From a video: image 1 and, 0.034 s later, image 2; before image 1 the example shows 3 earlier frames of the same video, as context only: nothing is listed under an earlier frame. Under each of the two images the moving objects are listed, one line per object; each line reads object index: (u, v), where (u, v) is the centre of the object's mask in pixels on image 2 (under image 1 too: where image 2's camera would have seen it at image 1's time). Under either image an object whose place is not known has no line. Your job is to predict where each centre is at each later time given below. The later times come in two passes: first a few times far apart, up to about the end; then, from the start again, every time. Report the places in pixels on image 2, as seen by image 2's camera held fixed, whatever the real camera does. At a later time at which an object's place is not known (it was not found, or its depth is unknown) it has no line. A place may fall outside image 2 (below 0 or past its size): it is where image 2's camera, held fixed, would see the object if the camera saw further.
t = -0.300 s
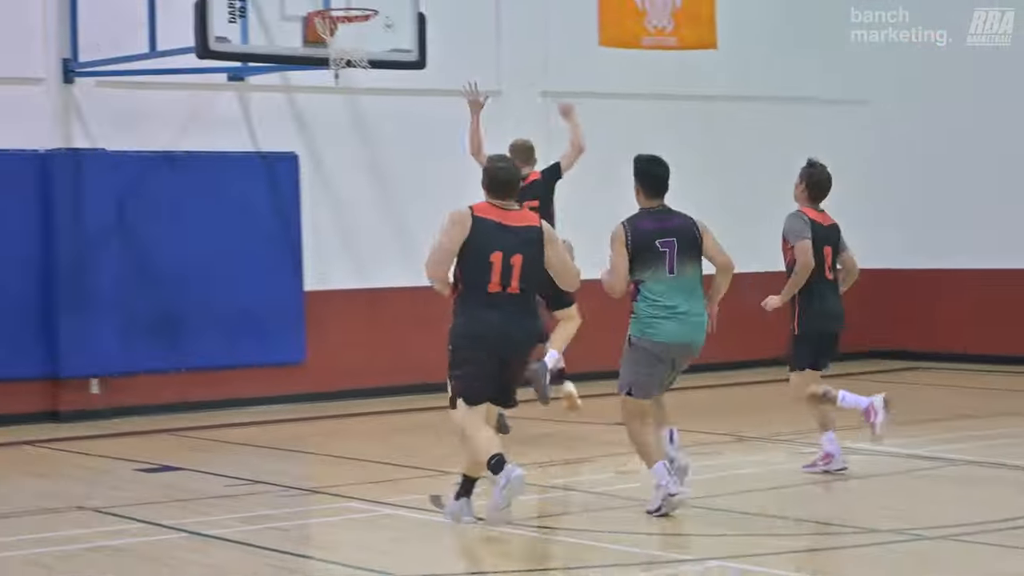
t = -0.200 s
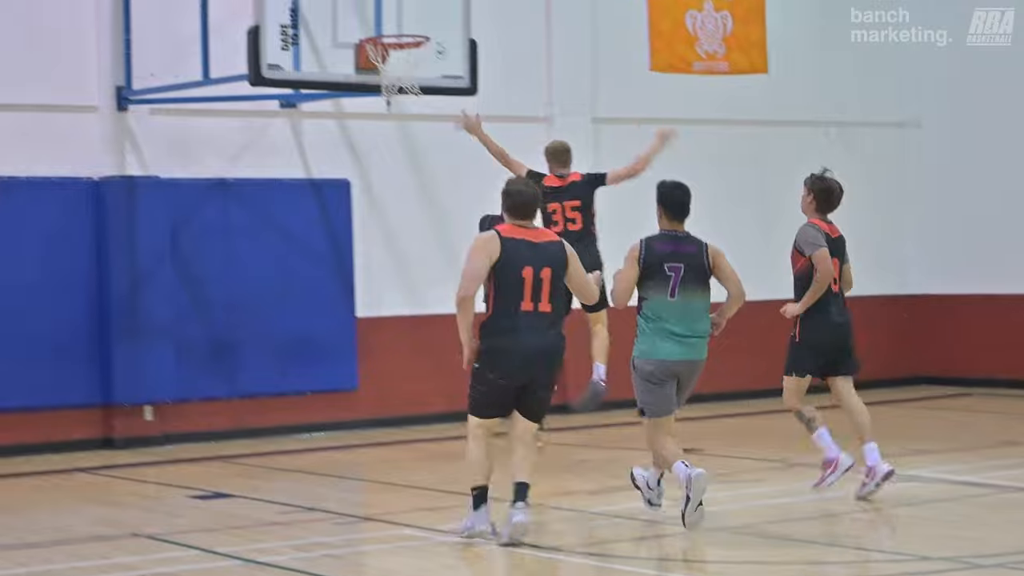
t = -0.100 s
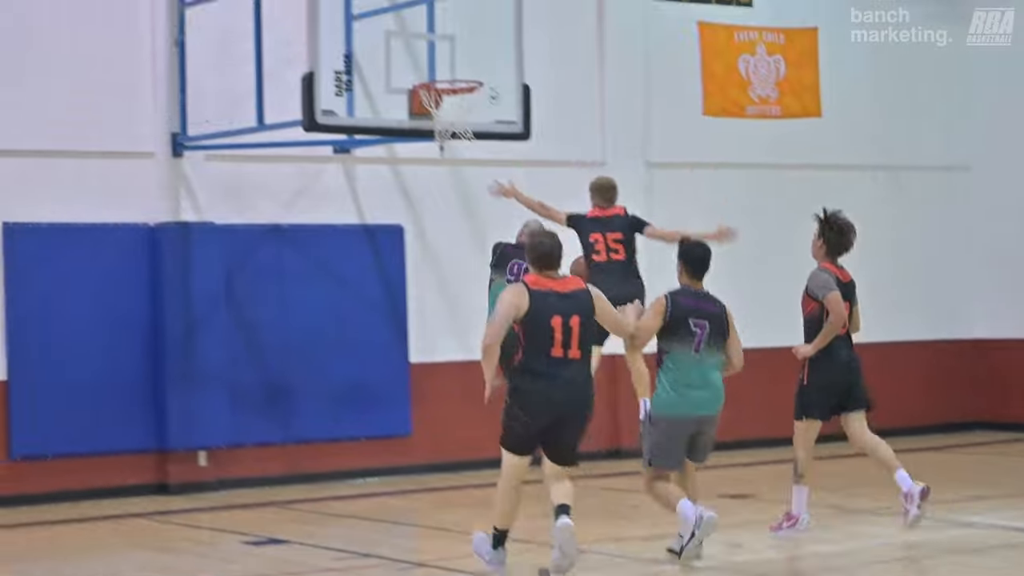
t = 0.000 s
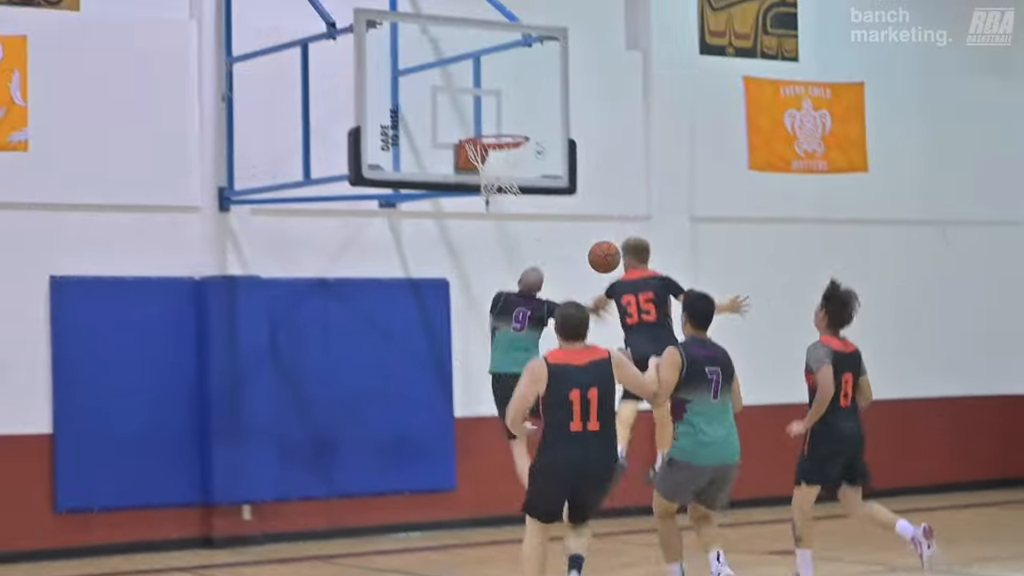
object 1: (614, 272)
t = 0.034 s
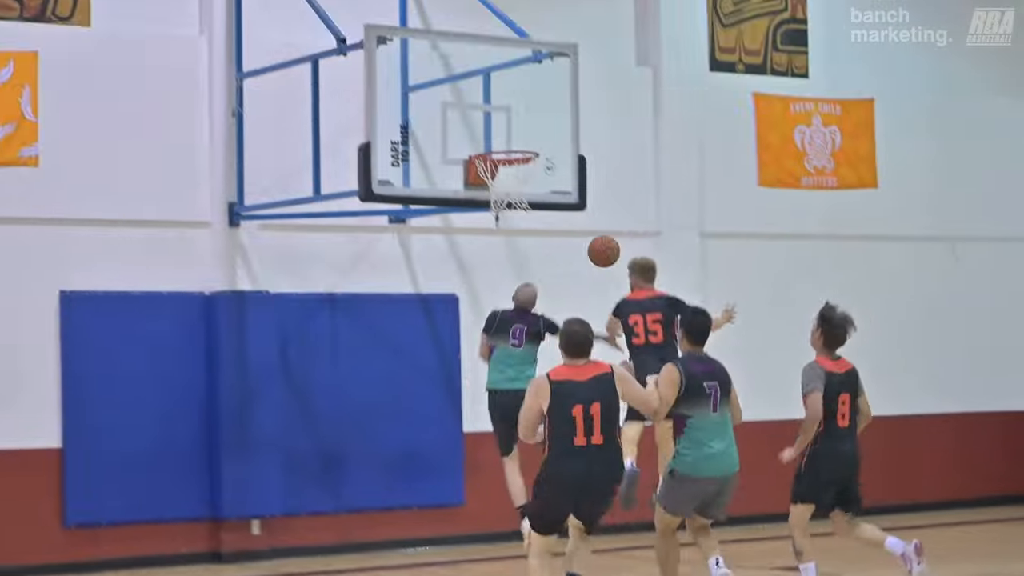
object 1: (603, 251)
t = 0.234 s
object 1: (546, 153)
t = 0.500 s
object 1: (527, 126)
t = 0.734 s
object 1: (508, 144)
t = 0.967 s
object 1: (485, 191)
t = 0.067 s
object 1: (593, 231)
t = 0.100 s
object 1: (583, 212)
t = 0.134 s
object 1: (573, 196)
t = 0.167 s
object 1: (564, 181)
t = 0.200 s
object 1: (554, 166)
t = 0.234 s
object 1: (546, 153)
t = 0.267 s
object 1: (534, 143)
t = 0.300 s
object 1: (527, 135)
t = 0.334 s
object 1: (527, 130)
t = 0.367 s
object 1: (527, 126)
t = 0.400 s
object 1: (527, 124)
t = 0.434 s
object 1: (527, 123)
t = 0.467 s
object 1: (527, 124)
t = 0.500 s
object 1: (527, 126)
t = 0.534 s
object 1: (527, 129)
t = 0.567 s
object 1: (527, 134)
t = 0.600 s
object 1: (527, 139)
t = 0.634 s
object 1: (522, 139)
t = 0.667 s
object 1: (517, 139)
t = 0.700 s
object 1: (513, 141)
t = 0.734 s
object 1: (508, 144)
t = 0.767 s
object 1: (504, 151)
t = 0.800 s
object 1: (499, 159)
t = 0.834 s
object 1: (495, 167)
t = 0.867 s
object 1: (490, 174)
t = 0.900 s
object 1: (486, 182)
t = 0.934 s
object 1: (486, 189)
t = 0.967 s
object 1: (485, 191)
